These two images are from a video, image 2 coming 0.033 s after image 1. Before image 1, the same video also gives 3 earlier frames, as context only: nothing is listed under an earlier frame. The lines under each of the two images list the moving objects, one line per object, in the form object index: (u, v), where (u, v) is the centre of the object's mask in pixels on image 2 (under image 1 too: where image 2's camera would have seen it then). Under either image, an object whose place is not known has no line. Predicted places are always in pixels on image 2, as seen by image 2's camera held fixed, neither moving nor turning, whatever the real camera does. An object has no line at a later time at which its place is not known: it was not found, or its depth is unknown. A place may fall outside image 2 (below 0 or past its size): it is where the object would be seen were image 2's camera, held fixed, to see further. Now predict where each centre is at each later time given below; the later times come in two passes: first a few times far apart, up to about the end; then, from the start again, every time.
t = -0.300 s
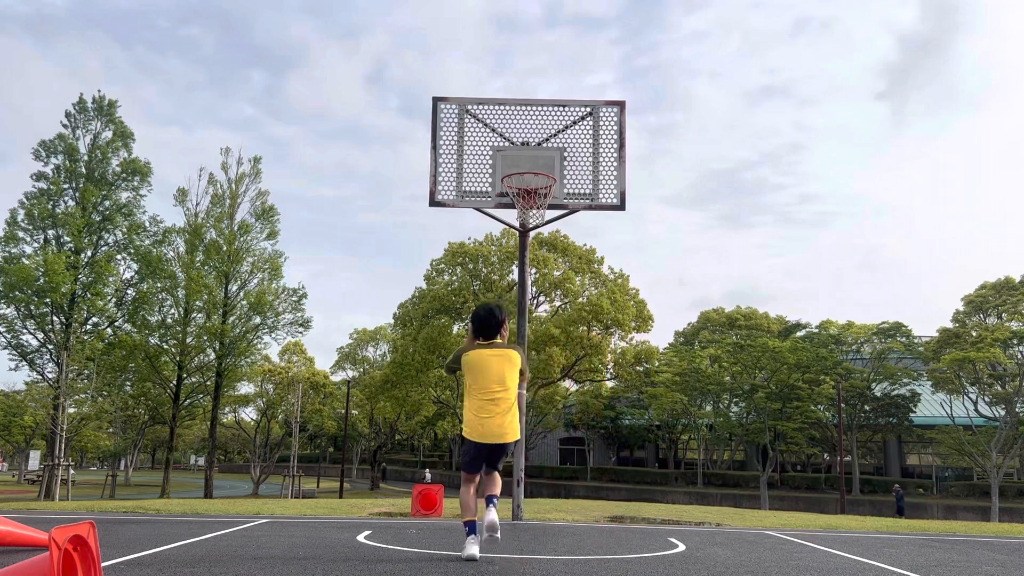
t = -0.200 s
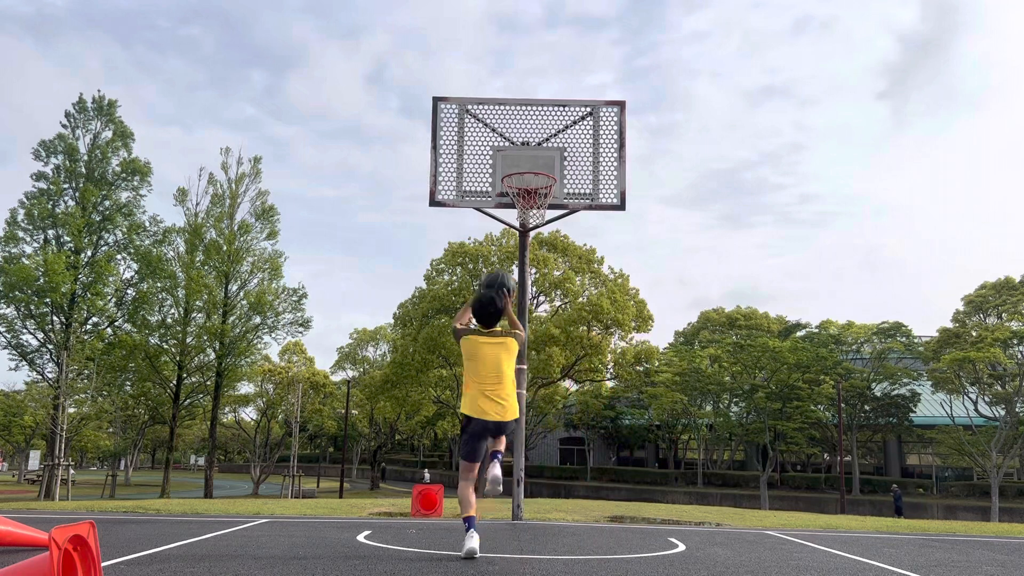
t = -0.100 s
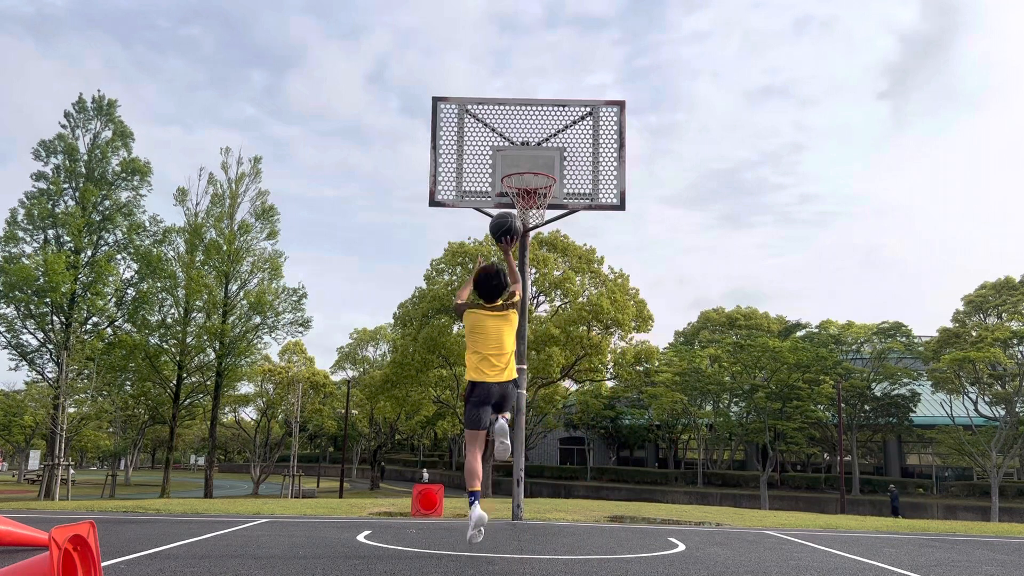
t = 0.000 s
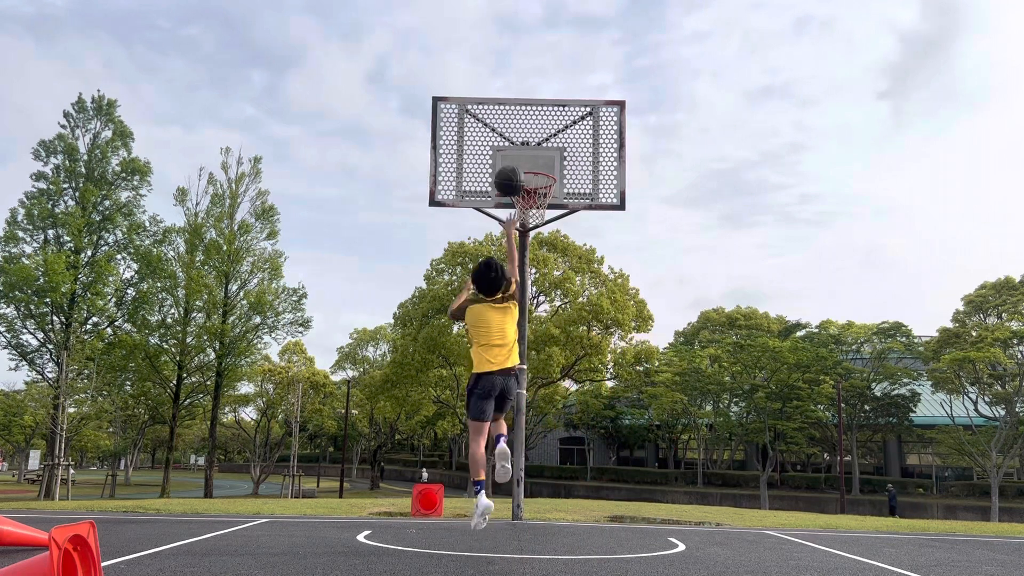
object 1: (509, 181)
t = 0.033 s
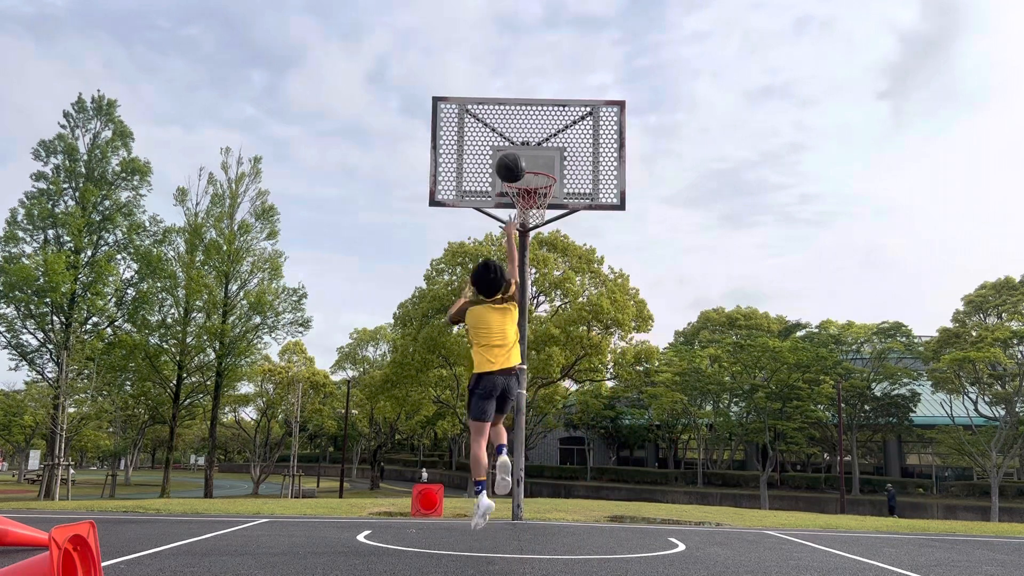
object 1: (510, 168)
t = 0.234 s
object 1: (517, 120)
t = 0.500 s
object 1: (521, 136)
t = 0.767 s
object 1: (526, 185)
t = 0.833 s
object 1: (530, 200)
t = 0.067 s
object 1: (511, 156)
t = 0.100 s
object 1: (513, 145)
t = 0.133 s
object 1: (514, 137)
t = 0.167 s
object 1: (515, 130)
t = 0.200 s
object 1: (516, 125)
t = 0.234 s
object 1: (517, 120)
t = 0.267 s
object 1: (517, 118)
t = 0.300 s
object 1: (518, 117)
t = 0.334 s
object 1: (518, 116)
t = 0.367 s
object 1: (519, 117)
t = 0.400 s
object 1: (520, 119)
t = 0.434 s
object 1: (520, 123)
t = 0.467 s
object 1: (521, 127)
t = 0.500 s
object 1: (521, 136)
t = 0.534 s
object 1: (522, 139)
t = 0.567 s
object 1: (522, 142)
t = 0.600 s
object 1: (522, 146)
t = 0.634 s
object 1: (522, 152)
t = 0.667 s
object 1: (522, 159)
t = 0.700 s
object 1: (523, 167)
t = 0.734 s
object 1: (523, 178)
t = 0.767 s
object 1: (526, 185)
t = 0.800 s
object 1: (527, 191)
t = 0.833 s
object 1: (530, 200)
